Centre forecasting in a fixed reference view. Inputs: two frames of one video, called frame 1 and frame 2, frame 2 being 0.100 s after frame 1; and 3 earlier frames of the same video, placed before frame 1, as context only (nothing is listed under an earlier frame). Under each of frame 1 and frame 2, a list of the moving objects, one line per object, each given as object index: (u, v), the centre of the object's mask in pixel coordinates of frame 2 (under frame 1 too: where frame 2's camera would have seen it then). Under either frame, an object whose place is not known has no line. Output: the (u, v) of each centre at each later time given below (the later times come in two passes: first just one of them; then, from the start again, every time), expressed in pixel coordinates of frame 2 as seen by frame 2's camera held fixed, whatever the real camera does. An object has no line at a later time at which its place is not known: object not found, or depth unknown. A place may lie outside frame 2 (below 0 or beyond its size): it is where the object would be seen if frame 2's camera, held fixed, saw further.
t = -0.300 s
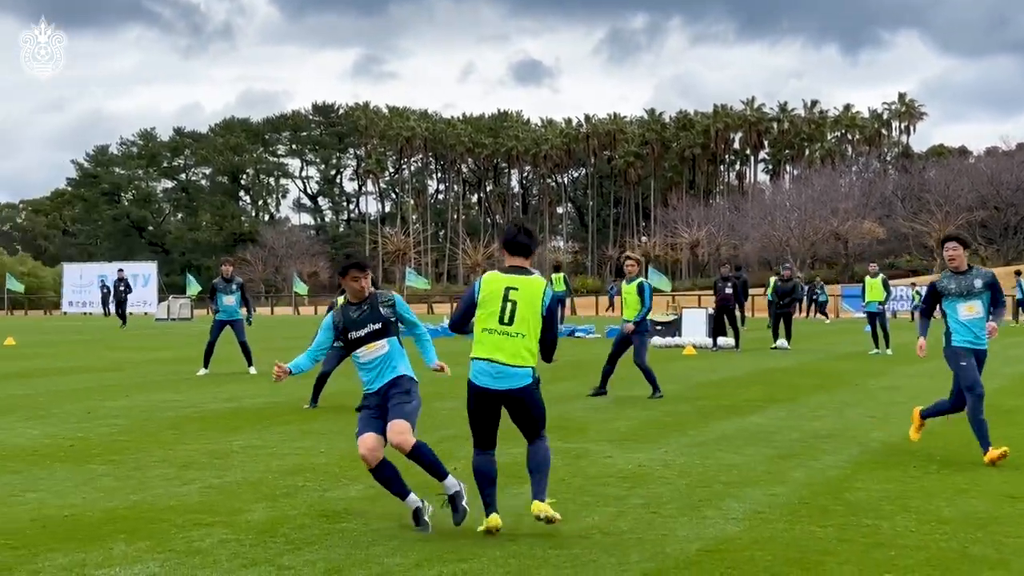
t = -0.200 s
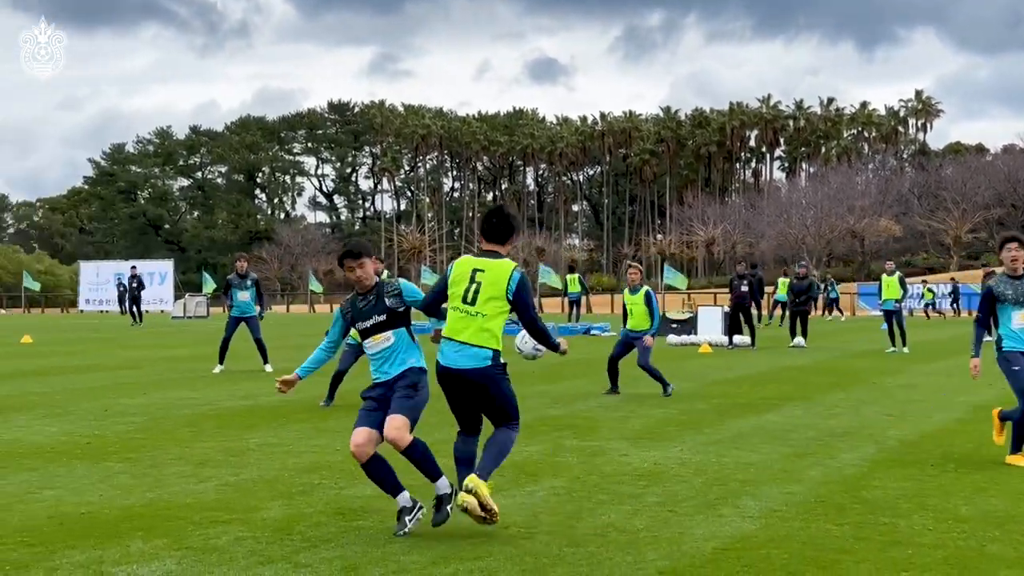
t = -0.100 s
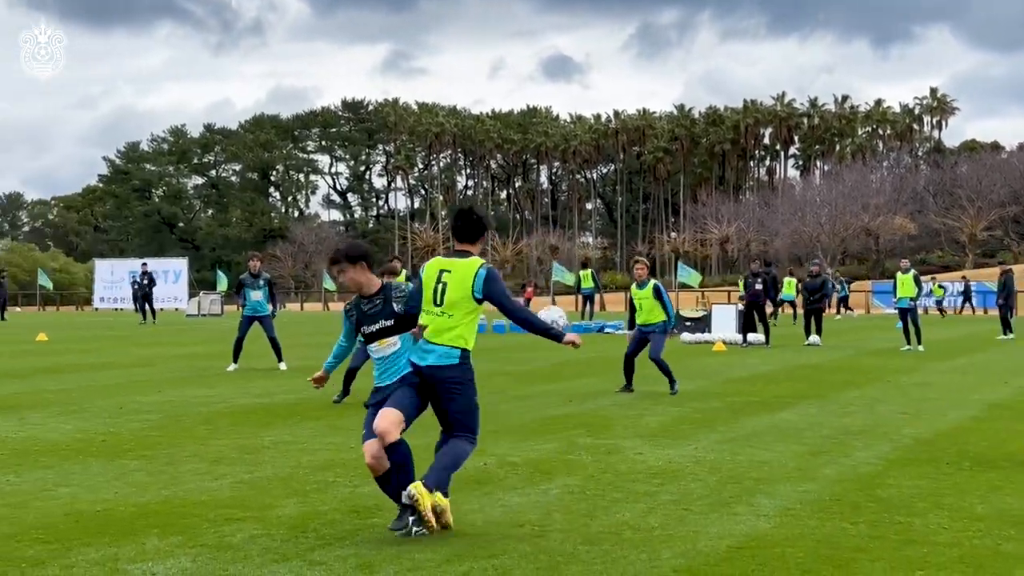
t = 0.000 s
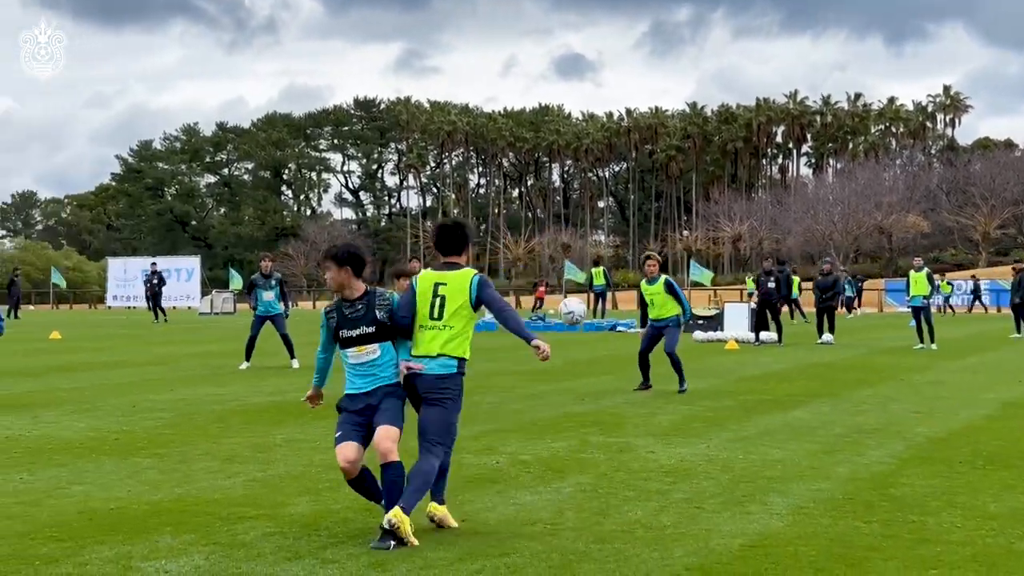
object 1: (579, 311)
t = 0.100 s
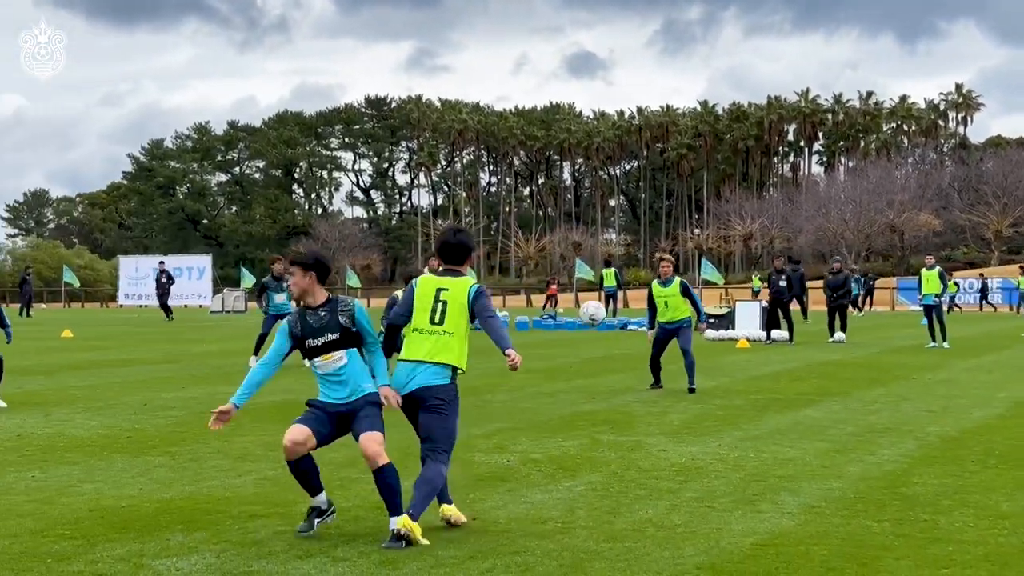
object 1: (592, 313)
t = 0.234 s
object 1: (609, 332)
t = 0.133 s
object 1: (597, 316)
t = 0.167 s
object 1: (601, 321)
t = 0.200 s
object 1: (606, 326)
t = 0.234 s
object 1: (609, 332)
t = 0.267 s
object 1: (613, 340)
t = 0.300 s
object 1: (618, 348)
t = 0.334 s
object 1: (621, 356)
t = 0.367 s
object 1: (625, 366)
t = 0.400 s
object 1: (628, 377)
